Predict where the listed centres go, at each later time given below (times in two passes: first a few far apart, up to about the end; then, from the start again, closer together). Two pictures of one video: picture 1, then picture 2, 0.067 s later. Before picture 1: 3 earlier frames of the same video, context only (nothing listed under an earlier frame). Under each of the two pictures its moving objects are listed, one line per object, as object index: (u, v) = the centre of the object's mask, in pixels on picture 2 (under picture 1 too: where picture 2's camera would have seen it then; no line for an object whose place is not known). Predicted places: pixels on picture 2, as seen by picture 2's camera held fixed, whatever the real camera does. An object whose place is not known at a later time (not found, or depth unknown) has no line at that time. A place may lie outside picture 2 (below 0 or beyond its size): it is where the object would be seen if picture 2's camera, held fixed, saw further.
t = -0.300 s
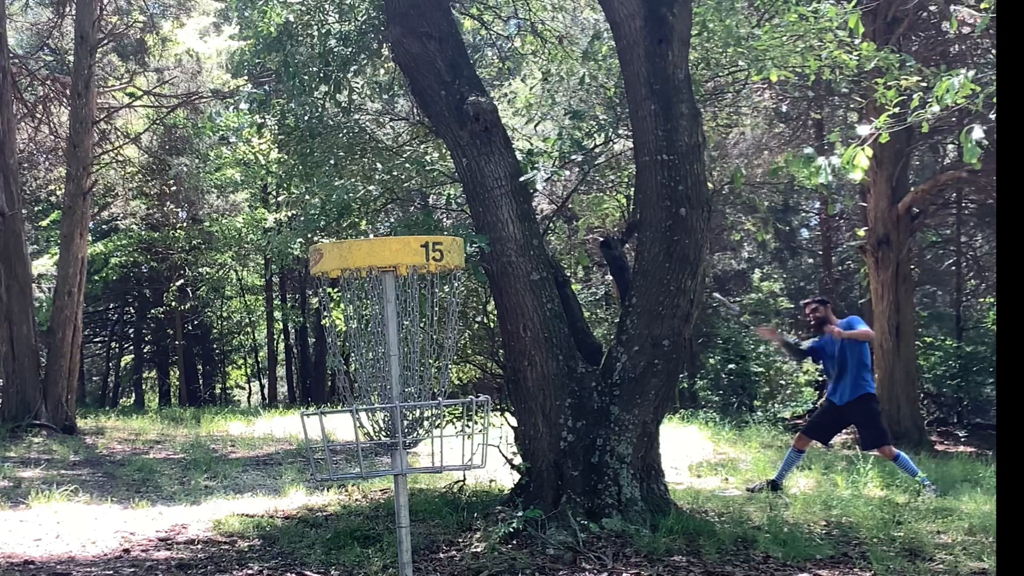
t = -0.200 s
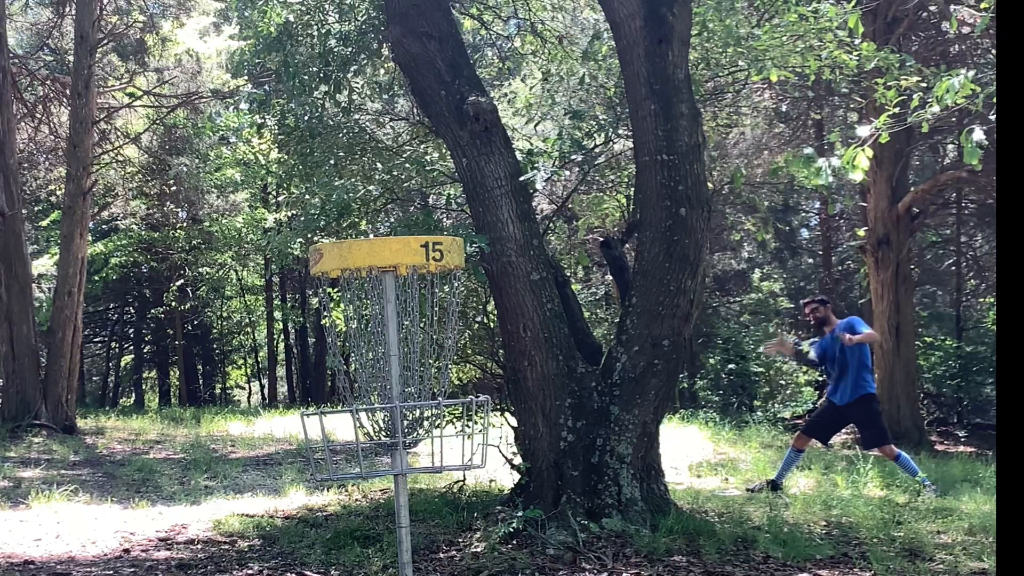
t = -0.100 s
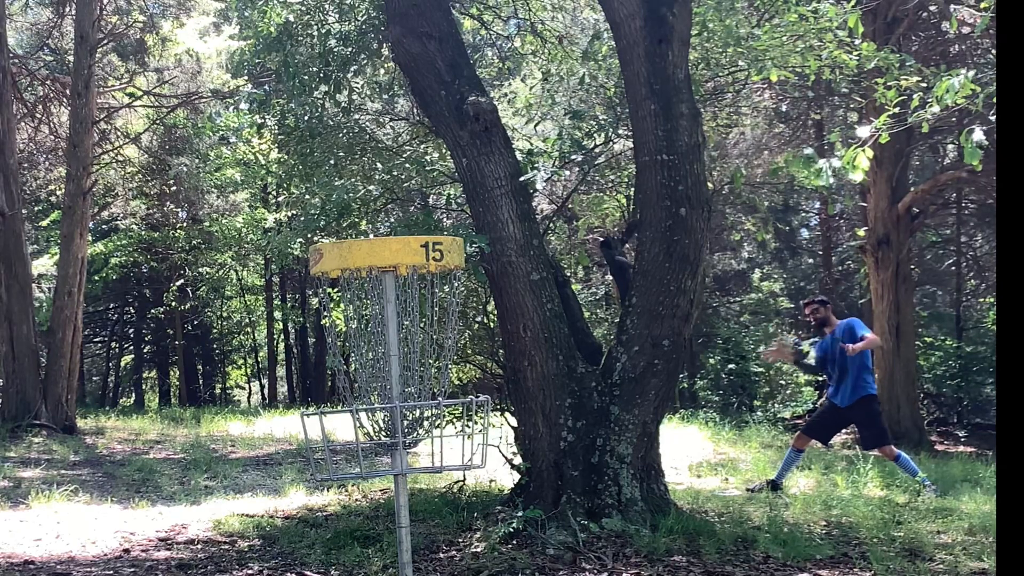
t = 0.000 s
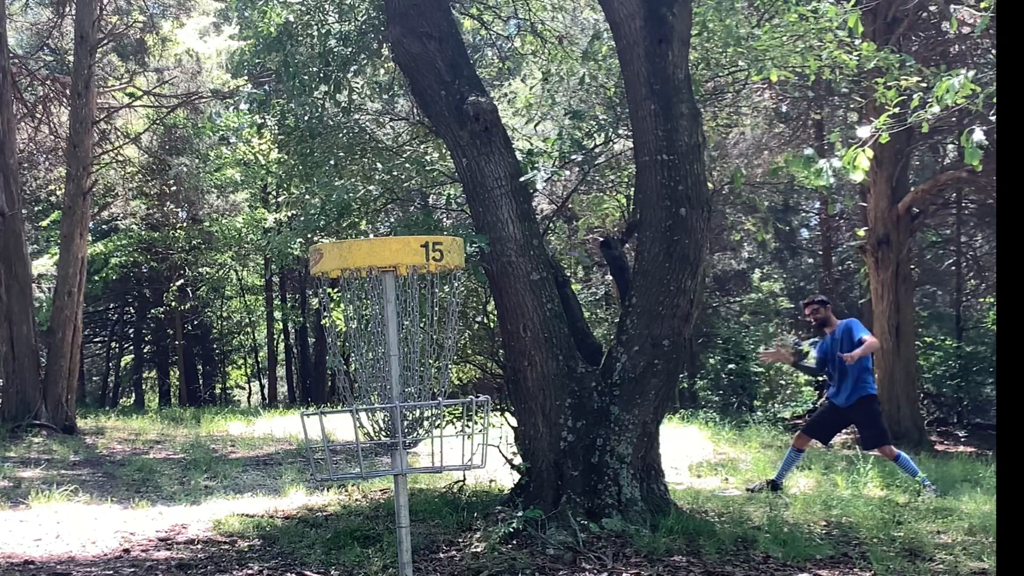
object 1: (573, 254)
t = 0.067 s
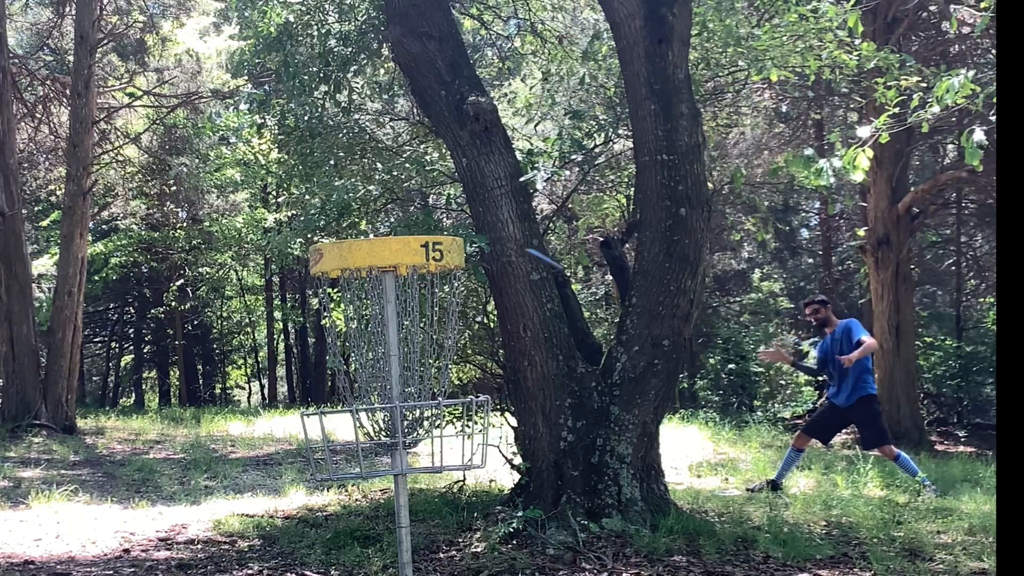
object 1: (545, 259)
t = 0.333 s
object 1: (366, 299)
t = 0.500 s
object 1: (369, 319)
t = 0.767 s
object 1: (387, 435)
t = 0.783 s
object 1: (384, 436)
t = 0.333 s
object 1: (366, 299)
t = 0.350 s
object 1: (366, 306)
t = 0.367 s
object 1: (363, 307)
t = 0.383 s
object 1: (363, 307)
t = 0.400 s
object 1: (362, 308)
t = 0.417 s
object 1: (363, 309)
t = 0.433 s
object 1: (364, 311)
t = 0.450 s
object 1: (366, 312)
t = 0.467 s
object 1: (366, 313)
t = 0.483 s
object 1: (366, 316)
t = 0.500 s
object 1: (369, 319)
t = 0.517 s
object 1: (370, 324)
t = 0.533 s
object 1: (370, 327)
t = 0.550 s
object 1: (370, 333)
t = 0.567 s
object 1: (372, 338)
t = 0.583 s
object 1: (373, 344)
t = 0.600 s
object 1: (374, 351)
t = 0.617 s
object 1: (373, 358)
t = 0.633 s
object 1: (374, 366)
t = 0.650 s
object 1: (375, 372)
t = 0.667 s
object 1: (375, 379)
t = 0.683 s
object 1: (375, 385)
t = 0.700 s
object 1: (377, 394)
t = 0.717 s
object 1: (379, 399)
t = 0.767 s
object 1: (387, 435)
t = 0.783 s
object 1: (384, 436)
